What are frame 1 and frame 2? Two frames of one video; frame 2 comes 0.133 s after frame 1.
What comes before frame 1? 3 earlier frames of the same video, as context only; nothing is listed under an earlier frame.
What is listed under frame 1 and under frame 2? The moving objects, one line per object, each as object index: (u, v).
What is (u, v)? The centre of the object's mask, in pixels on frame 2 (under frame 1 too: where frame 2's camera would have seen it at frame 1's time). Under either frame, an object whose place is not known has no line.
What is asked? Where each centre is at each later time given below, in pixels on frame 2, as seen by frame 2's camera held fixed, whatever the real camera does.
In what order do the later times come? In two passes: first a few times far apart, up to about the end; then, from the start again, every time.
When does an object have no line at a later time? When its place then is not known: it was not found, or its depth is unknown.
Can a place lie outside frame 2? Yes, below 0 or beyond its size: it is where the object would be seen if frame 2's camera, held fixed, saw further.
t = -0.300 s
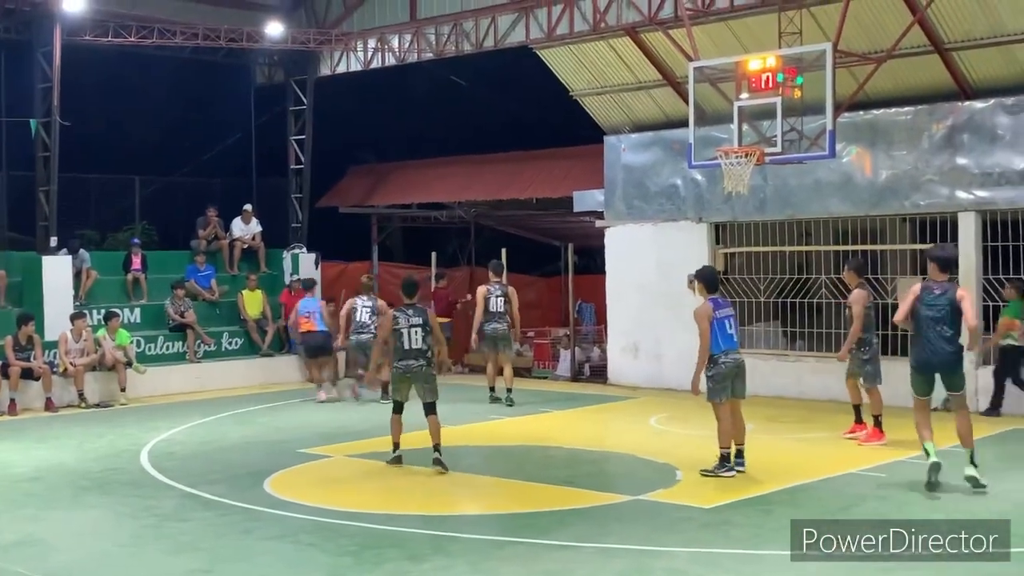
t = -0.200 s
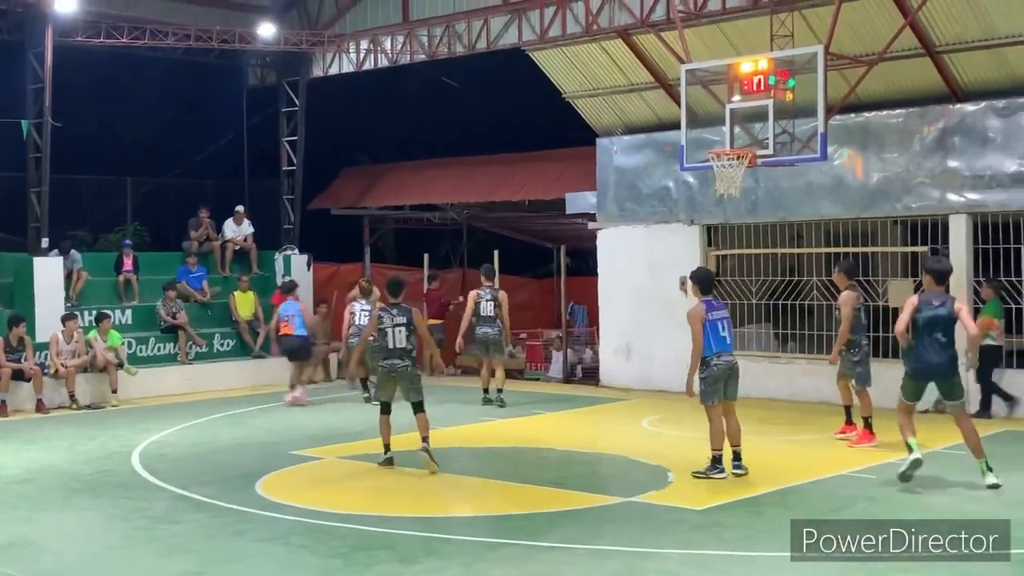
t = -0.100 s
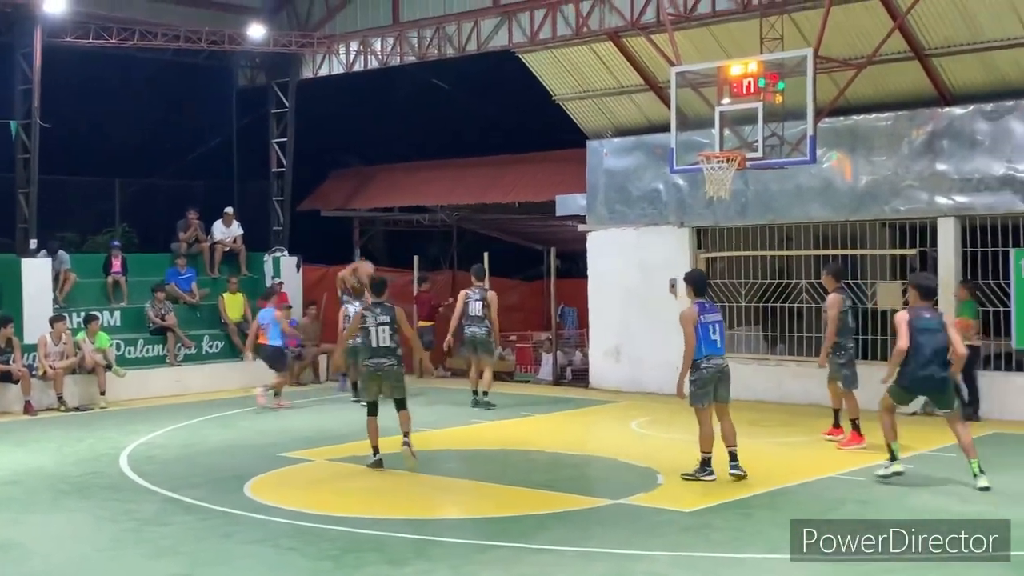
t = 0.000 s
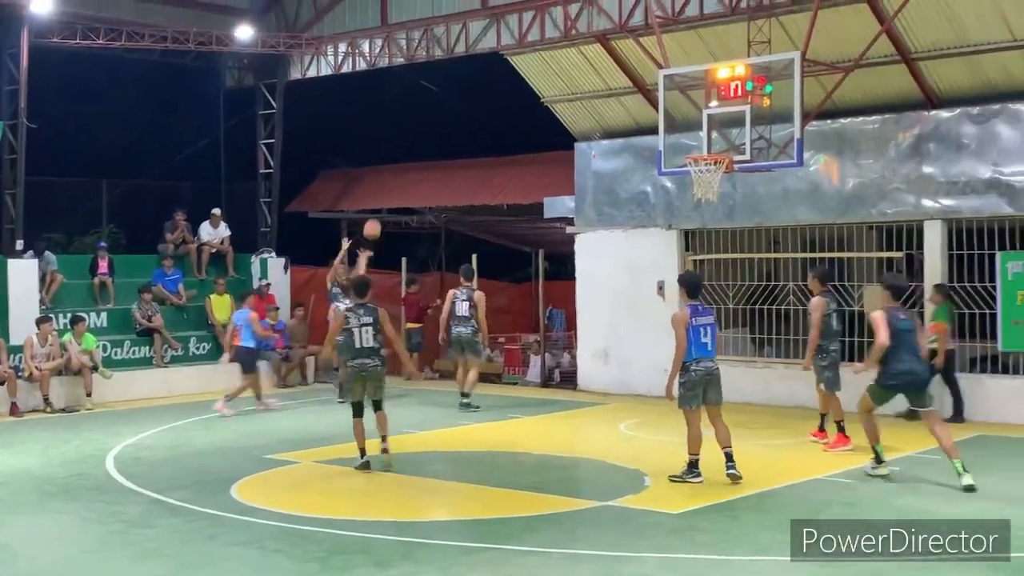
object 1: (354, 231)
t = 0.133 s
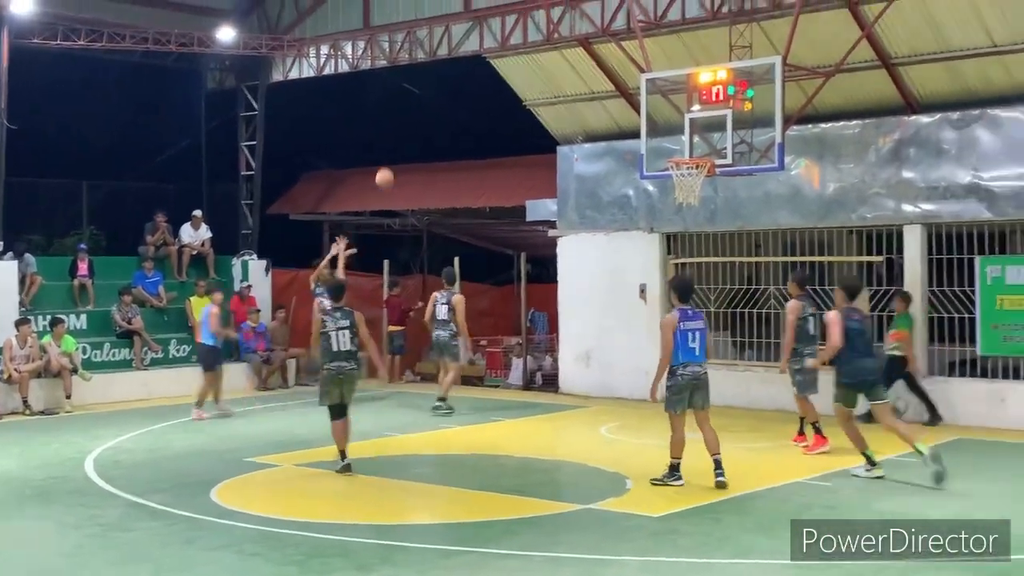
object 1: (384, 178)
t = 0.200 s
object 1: (400, 155)
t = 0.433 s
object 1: (460, 96)
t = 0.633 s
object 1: (515, 73)
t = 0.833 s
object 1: (573, 84)
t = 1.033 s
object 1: (637, 128)
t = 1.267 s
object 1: (632, 127)
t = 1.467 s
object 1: (593, 122)
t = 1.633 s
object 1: (559, 146)
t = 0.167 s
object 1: (392, 166)
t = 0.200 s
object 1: (400, 155)
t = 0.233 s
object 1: (409, 144)
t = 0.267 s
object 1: (417, 134)
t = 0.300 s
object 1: (425, 125)
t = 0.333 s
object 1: (433, 117)
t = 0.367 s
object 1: (442, 109)
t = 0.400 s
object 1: (451, 102)
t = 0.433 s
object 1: (460, 96)
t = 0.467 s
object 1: (469, 90)
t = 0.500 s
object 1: (477, 85)
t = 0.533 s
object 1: (486, 82)
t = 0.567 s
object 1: (495, 79)
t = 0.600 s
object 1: (503, 76)
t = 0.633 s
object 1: (515, 73)
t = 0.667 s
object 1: (523, 74)
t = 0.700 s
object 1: (533, 74)
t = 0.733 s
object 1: (543, 76)
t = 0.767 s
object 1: (554, 77)
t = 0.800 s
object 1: (561, 80)
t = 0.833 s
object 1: (573, 84)
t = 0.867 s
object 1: (583, 88)
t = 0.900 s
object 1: (594, 93)
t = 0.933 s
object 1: (604, 101)
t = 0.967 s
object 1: (616, 108)
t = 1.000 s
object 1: (628, 118)
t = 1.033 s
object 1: (637, 128)
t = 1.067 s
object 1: (648, 138)
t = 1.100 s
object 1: (658, 148)
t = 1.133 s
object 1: (658, 148)
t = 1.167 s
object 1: (651, 142)
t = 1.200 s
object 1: (645, 136)
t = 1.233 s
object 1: (638, 131)
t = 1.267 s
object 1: (632, 127)
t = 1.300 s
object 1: (626, 124)
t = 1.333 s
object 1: (619, 120)
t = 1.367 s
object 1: (612, 119)
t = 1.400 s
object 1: (606, 120)
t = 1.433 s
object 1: (601, 120)
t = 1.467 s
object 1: (593, 122)
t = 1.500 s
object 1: (586, 124)
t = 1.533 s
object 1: (580, 129)
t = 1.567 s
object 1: (573, 133)
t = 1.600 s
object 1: (566, 139)
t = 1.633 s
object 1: (559, 146)
